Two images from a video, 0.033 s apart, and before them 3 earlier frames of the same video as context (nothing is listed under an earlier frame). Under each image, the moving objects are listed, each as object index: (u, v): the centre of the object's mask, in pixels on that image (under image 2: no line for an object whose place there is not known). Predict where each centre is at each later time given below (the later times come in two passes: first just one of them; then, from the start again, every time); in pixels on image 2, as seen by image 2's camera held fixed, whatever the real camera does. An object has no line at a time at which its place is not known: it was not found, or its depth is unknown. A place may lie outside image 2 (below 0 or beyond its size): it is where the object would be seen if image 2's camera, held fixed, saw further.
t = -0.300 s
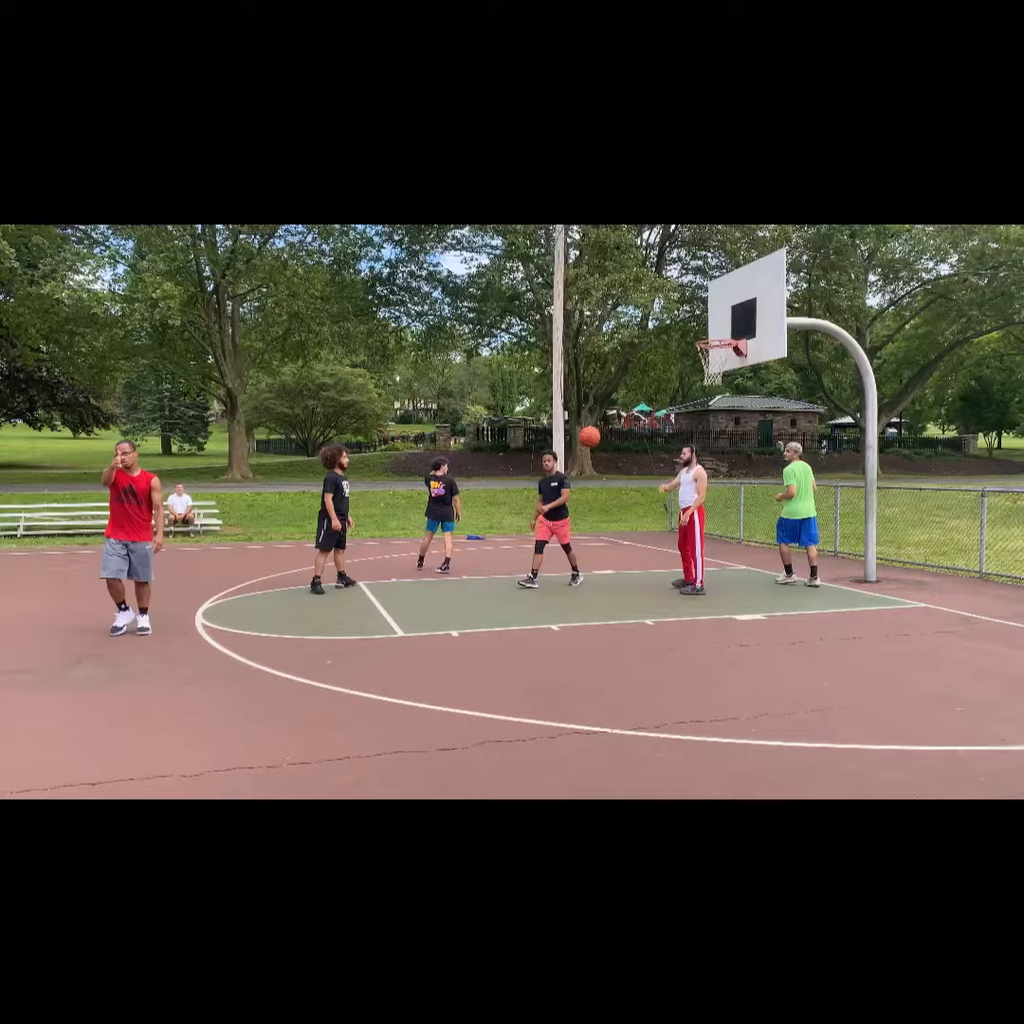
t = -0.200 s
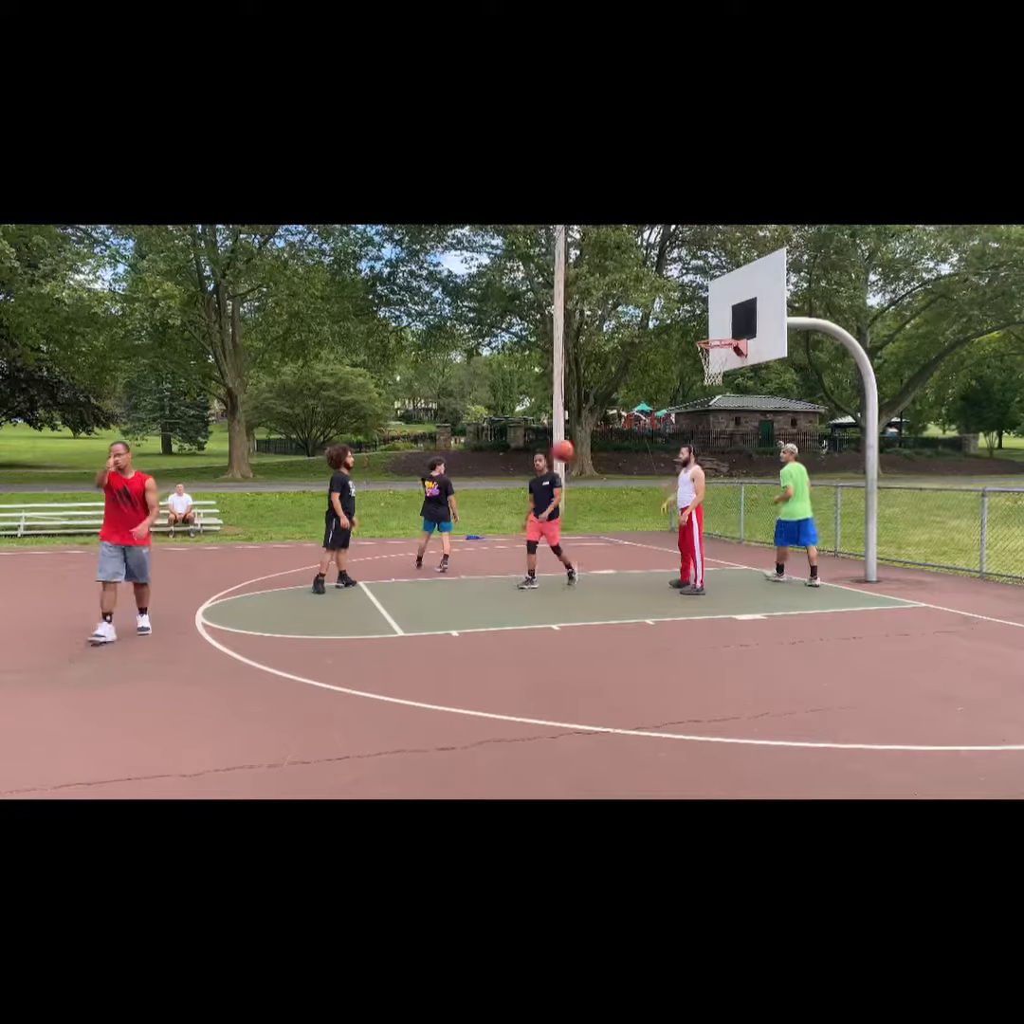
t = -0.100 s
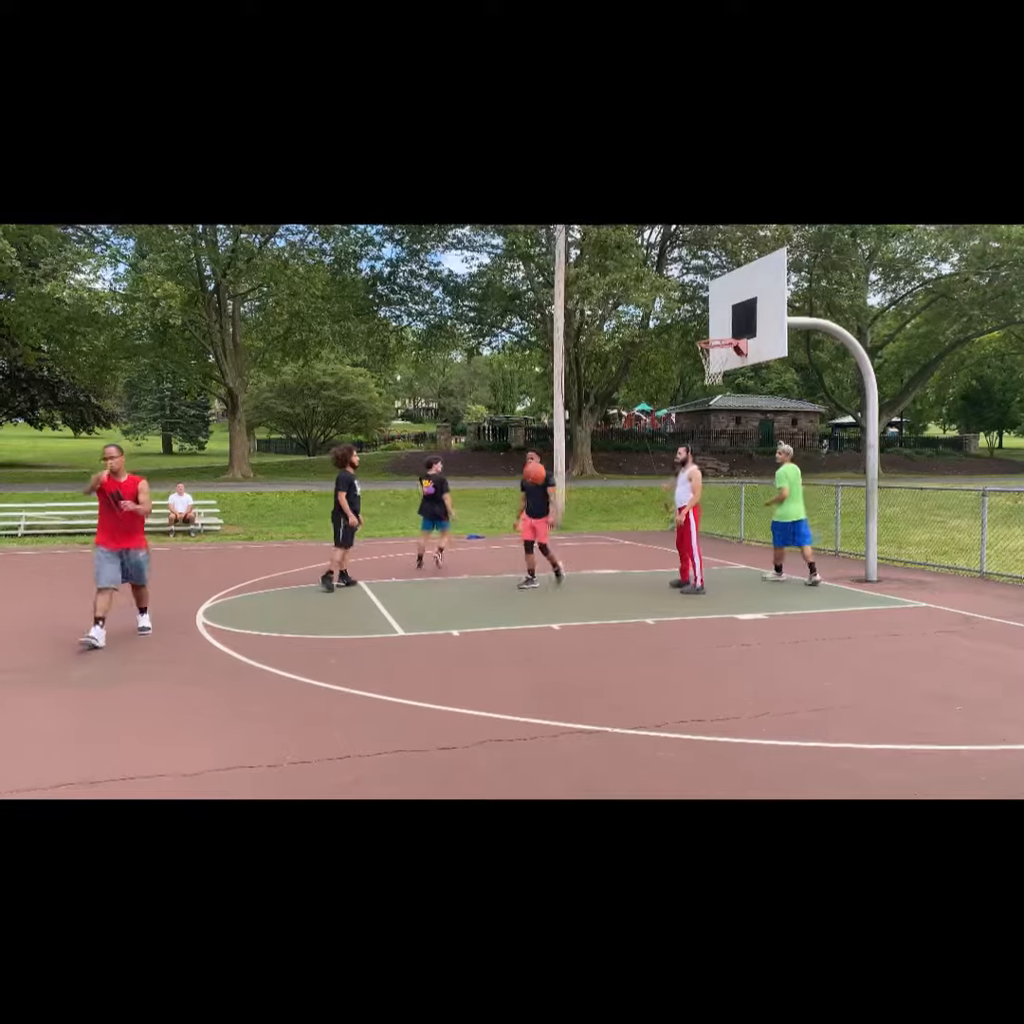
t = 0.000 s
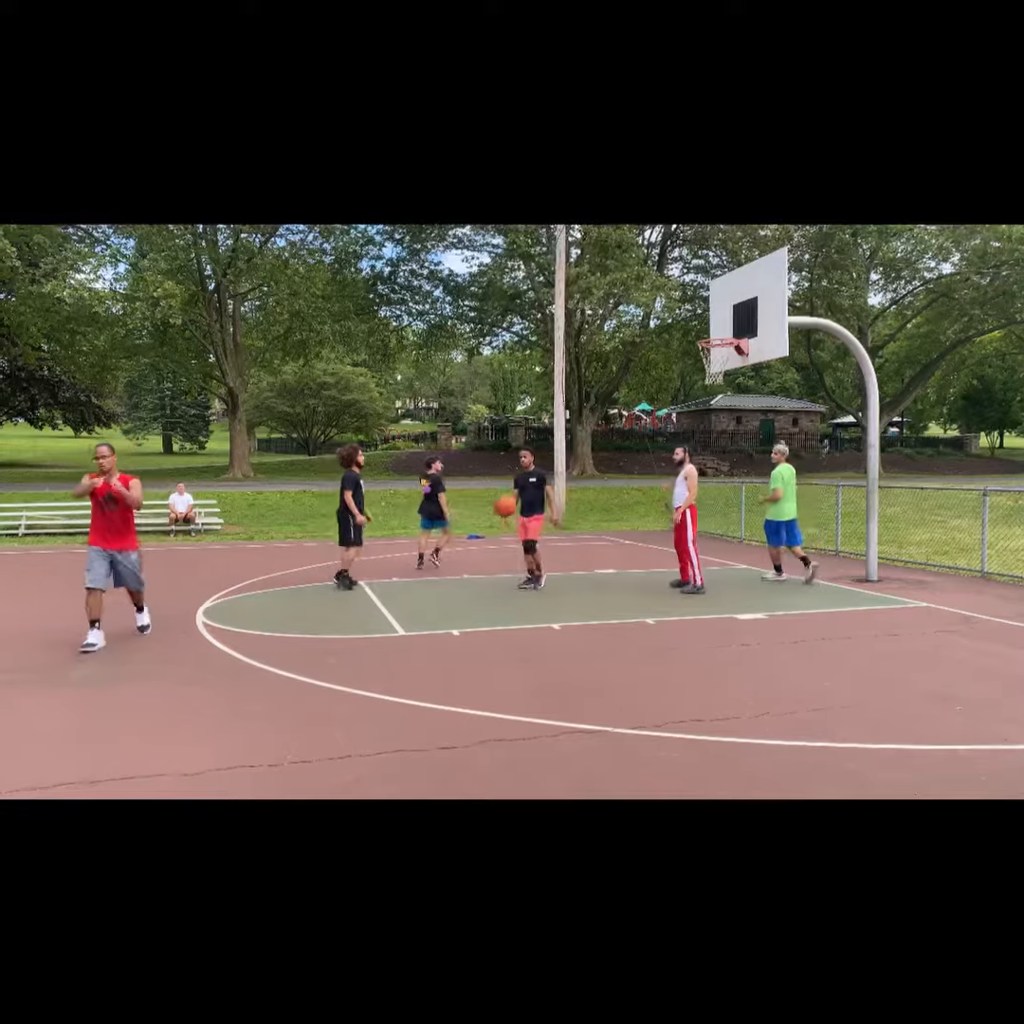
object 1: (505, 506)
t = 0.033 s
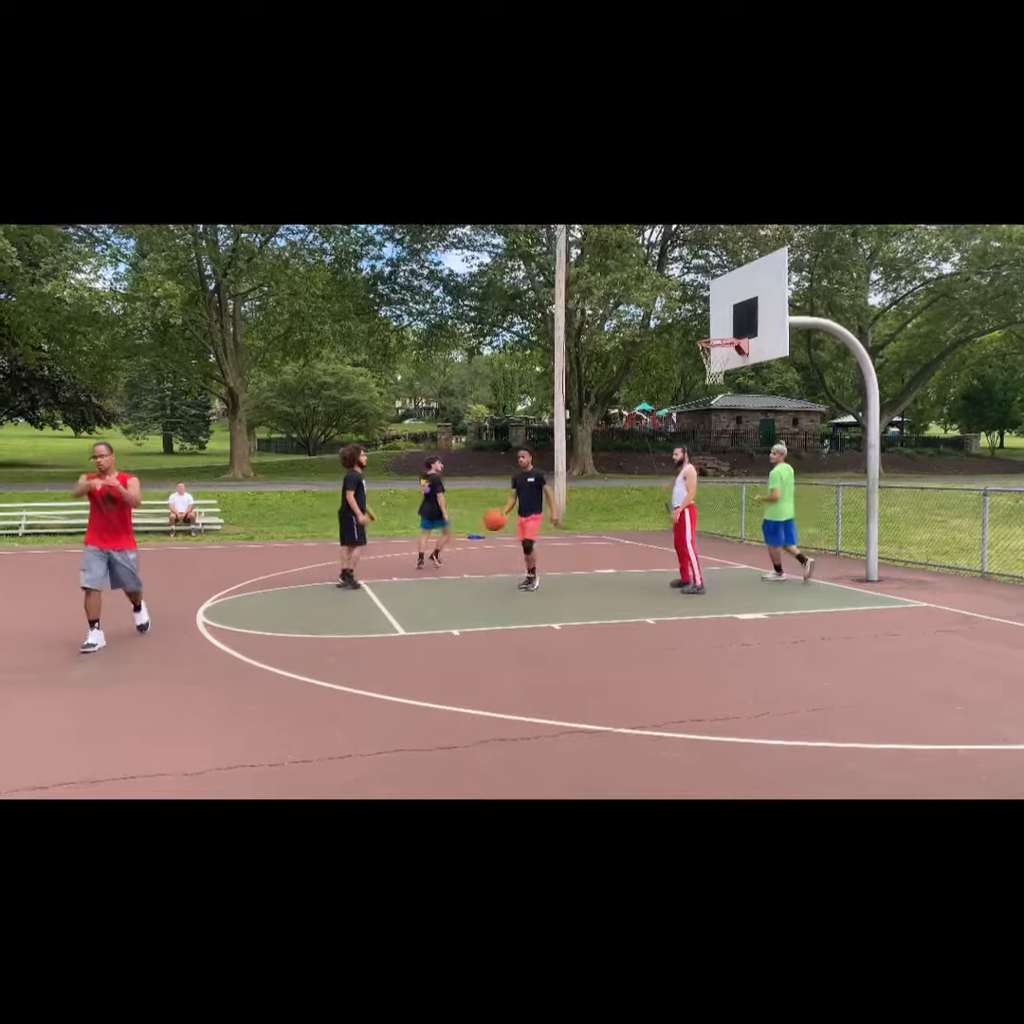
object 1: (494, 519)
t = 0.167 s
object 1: (451, 587)
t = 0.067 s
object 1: (484, 534)
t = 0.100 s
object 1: (473, 551)
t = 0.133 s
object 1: (462, 569)
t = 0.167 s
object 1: (451, 587)
